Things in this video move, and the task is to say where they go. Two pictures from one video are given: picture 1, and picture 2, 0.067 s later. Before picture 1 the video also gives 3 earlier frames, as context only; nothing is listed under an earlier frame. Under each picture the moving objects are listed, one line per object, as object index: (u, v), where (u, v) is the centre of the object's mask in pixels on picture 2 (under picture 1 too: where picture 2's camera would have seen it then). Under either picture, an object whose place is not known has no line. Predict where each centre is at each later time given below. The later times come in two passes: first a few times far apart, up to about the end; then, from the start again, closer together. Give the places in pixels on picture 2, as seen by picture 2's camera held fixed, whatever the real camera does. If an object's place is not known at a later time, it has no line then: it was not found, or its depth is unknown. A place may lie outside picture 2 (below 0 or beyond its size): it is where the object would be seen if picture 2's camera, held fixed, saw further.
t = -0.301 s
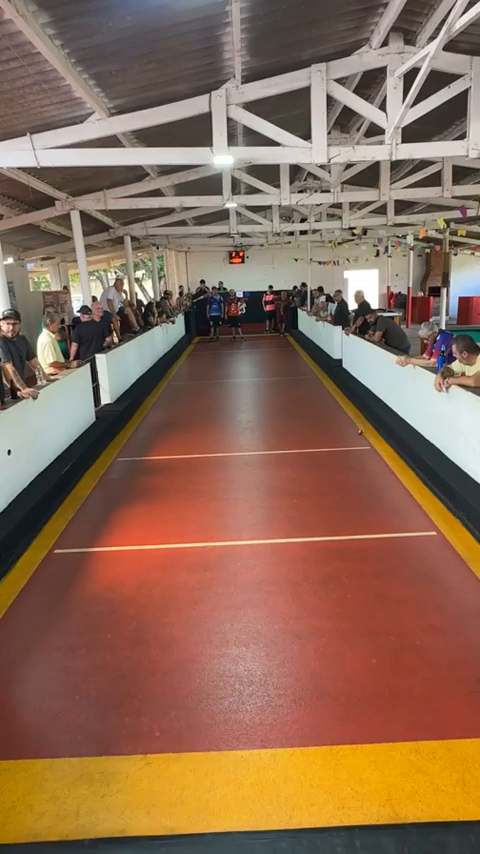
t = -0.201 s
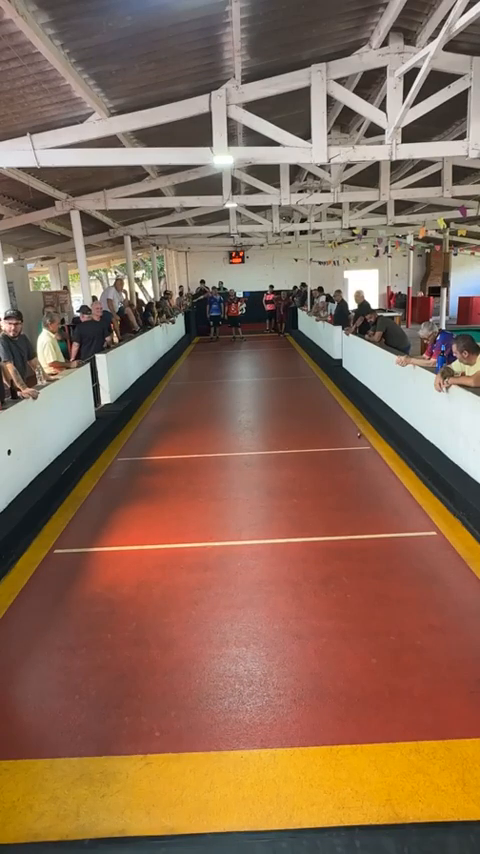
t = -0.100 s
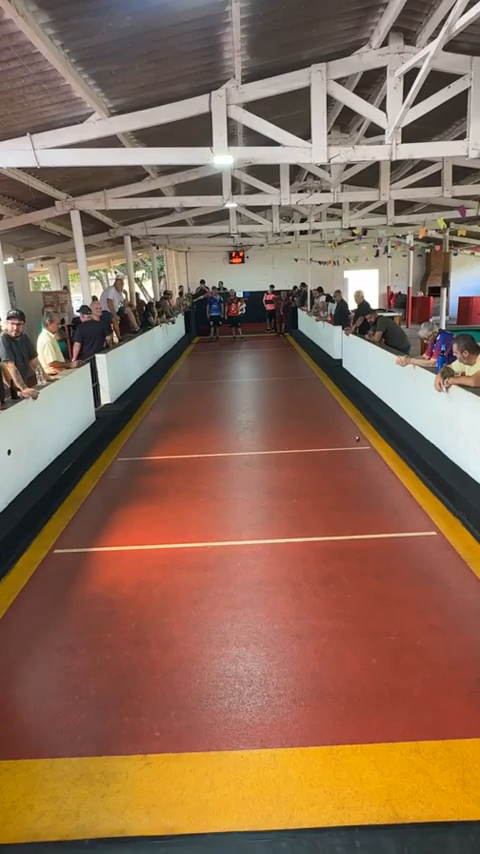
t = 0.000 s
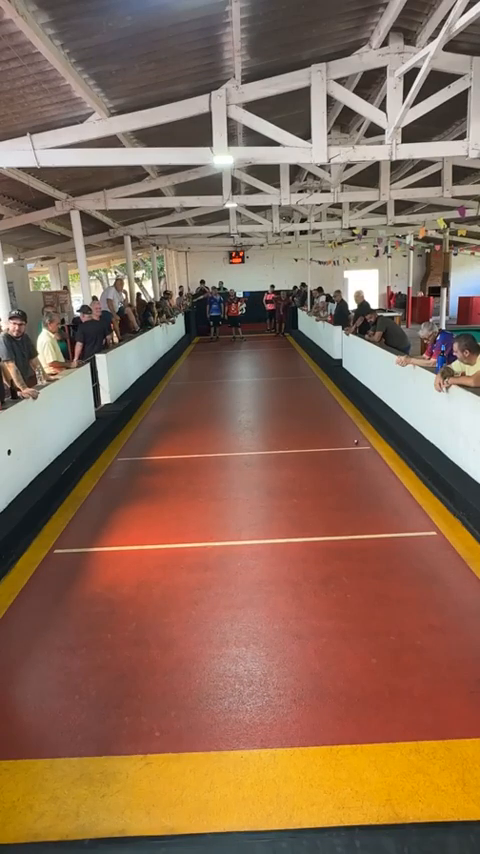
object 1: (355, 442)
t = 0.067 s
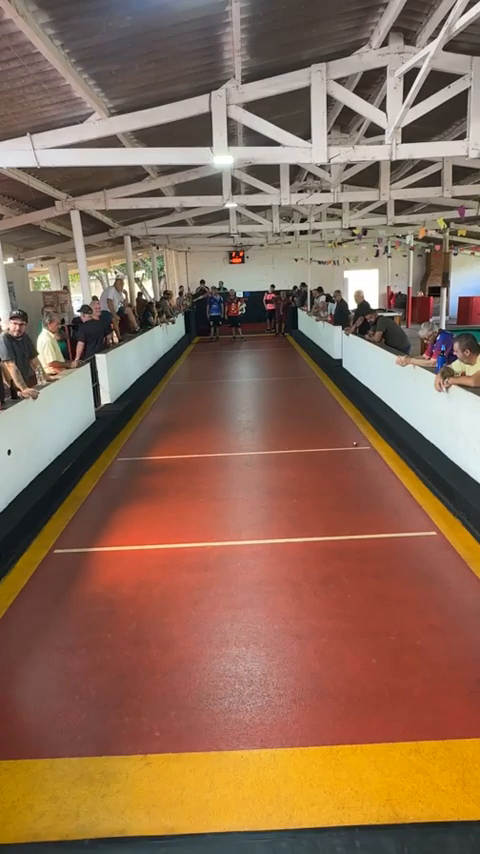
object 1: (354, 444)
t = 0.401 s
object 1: (349, 456)
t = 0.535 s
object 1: (347, 461)
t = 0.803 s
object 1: (342, 472)
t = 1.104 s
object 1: (337, 484)
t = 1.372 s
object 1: (331, 496)
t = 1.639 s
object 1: (325, 508)
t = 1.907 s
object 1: (318, 521)
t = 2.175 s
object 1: (311, 533)
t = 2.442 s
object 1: (303, 546)
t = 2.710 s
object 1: (296, 559)
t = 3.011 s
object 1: (287, 573)
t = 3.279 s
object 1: (279, 585)
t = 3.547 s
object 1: (270, 597)
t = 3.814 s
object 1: (261, 607)
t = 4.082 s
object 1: (253, 617)
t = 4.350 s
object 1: (246, 626)
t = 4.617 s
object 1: (239, 634)
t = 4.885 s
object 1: (234, 641)
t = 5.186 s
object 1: (229, 648)
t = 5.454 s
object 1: (226, 652)
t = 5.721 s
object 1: (223, 656)
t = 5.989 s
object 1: (223, 658)
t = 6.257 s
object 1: (222, 659)
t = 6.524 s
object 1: (222, 659)
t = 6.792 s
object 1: (222, 659)
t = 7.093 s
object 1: (222, 659)
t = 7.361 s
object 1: (222, 659)
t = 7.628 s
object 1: (222, 659)
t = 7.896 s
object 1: (222, 659)
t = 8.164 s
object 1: (222, 659)
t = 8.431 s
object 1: (222, 659)
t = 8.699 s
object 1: (222, 659)
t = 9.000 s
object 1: (222, 659)
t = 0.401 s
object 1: (349, 456)
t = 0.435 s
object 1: (348, 457)
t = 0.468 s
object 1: (348, 458)
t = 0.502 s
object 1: (347, 460)
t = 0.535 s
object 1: (347, 461)
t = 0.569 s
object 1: (346, 462)
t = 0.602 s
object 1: (346, 464)
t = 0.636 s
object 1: (345, 465)
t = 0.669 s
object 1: (344, 466)
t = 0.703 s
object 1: (344, 468)
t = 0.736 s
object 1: (344, 469)
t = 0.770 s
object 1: (343, 470)
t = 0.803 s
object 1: (342, 472)
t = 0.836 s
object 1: (341, 473)
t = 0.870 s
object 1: (341, 475)
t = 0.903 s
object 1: (341, 476)
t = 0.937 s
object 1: (340, 477)
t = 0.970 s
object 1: (339, 478)
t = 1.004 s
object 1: (339, 480)
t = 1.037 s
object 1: (338, 481)
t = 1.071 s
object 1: (338, 483)
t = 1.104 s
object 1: (337, 484)
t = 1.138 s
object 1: (336, 486)
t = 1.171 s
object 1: (335, 487)
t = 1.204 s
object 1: (335, 489)
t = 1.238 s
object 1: (334, 490)
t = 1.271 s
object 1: (333, 492)
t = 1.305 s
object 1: (332, 493)
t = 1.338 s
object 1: (332, 495)
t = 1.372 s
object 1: (331, 496)
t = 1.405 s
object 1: (331, 497)
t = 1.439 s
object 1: (330, 499)
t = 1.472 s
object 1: (329, 501)
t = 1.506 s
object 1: (328, 502)
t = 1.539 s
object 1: (327, 504)
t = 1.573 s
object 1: (326, 505)
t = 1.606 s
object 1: (326, 507)
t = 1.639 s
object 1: (325, 508)
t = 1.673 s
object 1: (324, 509)
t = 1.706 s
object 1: (324, 511)
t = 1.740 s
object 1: (322, 513)
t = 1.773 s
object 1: (322, 514)
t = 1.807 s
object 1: (321, 516)
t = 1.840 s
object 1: (320, 518)
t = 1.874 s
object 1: (319, 519)
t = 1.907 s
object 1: (318, 521)
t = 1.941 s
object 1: (317, 522)
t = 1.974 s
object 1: (316, 524)
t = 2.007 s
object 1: (316, 526)
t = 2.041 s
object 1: (314, 527)
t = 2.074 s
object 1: (314, 528)
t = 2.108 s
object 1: (313, 530)
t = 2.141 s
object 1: (312, 532)
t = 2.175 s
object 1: (311, 533)
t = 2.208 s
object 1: (310, 534)
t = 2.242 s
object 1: (309, 536)
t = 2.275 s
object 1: (308, 538)
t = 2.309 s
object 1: (307, 539)
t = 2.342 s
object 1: (307, 541)
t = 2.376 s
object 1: (306, 543)
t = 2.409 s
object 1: (305, 544)
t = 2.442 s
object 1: (303, 546)
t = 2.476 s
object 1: (303, 548)
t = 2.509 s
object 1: (302, 549)
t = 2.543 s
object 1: (301, 551)
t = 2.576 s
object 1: (300, 552)
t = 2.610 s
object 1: (299, 554)
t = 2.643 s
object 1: (298, 556)
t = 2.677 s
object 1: (297, 557)
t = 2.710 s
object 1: (296, 559)
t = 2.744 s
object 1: (295, 560)
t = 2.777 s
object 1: (294, 562)
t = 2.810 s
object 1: (293, 564)
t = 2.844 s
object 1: (292, 565)
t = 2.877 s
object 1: (291, 567)
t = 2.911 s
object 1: (290, 568)
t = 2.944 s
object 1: (289, 570)
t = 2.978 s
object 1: (288, 571)
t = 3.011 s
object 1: (287, 573)
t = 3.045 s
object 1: (286, 575)
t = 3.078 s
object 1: (285, 576)
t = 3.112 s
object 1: (284, 578)
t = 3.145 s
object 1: (283, 579)
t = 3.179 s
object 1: (282, 581)
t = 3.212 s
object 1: (281, 582)
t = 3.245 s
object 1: (280, 584)
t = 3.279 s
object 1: (279, 585)
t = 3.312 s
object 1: (278, 587)
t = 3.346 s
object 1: (277, 588)
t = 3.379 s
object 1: (276, 590)
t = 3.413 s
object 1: (274, 591)
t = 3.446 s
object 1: (273, 593)
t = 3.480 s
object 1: (272, 594)
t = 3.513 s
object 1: (271, 596)
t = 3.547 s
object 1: (270, 597)
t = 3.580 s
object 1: (269, 598)
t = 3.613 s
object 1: (268, 599)
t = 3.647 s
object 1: (267, 601)
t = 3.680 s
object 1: (266, 602)
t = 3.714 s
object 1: (264, 603)
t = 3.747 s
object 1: (264, 604)
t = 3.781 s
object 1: (262, 606)
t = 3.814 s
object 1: (261, 607)
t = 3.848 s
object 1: (260, 608)
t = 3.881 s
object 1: (259, 610)
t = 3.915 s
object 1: (258, 611)
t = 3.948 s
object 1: (257, 612)
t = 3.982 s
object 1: (256, 613)
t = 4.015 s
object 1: (255, 615)
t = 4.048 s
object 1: (254, 616)
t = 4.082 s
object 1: (253, 617)
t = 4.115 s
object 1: (252, 618)
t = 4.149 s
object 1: (251, 619)
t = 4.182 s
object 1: (250, 620)
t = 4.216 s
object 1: (249, 622)
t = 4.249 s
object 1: (249, 623)
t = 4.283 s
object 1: (248, 624)
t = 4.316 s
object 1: (247, 625)
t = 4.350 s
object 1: (246, 626)
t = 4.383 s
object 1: (245, 627)
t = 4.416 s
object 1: (244, 628)
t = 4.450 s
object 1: (243, 629)
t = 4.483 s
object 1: (242, 630)
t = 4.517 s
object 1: (241, 631)
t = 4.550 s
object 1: (241, 632)
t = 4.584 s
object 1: (240, 633)
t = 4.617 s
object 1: (239, 634)
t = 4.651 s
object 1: (238, 635)
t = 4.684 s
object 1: (237, 636)
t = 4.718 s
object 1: (237, 637)
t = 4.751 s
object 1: (236, 638)
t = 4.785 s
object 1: (235, 639)
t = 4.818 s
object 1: (235, 640)
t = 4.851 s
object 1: (234, 640)
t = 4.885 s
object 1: (234, 641)
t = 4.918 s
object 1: (233, 642)
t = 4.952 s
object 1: (232, 642)
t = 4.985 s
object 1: (232, 643)
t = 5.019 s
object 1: (231, 644)
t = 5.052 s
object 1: (231, 645)
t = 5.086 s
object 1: (231, 645)
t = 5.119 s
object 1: (230, 646)
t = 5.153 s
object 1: (230, 647)
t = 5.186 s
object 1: (229, 648)
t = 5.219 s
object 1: (228, 648)
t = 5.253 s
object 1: (228, 649)
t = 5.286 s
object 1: (228, 650)
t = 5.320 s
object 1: (227, 650)
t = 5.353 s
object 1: (227, 651)
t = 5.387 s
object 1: (226, 651)
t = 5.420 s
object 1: (226, 652)
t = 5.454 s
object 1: (226, 652)
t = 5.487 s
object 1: (225, 653)
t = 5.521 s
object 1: (225, 653)
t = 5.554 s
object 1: (225, 654)
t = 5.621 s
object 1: (224, 655)
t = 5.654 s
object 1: (223, 655)
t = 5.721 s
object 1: (223, 656)
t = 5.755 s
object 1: (223, 657)
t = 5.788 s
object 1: (223, 657)
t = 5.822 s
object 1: (223, 657)
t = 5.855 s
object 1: (223, 657)
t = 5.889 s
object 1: (223, 657)
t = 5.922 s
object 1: (223, 658)
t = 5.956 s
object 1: (223, 658)
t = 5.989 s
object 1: (223, 658)
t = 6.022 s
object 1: (223, 658)
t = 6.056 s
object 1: (223, 659)
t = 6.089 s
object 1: (223, 659)
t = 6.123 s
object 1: (222, 659)
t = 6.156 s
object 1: (222, 659)
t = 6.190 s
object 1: (222, 659)
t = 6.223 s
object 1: (222, 659)
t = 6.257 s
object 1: (222, 659)
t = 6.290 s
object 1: (222, 659)
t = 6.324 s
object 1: (222, 659)
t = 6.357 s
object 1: (222, 659)
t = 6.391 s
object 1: (222, 659)
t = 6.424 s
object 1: (222, 659)
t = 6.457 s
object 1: (222, 659)
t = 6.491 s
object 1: (222, 659)
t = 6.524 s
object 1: (222, 659)
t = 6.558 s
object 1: (222, 659)
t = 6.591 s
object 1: (222, 659)
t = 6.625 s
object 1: (222, 659)
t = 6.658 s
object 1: (222, 659)
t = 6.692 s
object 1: (222, 659)
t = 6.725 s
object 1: (222, 659)
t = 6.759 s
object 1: (222, 659)
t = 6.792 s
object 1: (222, 659)
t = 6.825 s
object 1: (222, 659)
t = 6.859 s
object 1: (222, 659)
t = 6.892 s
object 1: (222, 659)
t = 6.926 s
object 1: (222, 659)
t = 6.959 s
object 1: (222, 659)
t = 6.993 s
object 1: (222, 659)
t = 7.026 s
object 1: (222, 659)
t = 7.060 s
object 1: (222, 659)
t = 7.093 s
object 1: (222, 659)
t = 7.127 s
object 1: (222, 659)
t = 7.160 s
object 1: (222, 659)
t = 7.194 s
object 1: (222, 659)
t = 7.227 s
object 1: (222, 659)
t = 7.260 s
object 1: (222, 659)
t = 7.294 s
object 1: (222, 659)
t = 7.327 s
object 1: (222, 659)
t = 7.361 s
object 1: (222, 659)
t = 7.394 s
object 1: (222, 659)
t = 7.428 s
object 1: (222, 659)
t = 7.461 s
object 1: (222, 659)
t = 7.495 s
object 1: (222, 659)
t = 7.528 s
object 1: (222, 659)
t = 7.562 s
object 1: (222, 659)
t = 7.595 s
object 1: (222, 659)
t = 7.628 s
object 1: (222, 659)
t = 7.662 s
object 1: (222, 659)
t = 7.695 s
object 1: (222, 659)
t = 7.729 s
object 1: (222, 659)
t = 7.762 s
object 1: (222, 659)
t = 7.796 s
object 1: (222, 659)
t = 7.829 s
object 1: (222, 659)
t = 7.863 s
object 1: (222, 659)
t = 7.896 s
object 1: (222, 659)
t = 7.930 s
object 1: (222, 659)
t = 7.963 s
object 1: (222, 659)
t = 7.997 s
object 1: (222, 659)
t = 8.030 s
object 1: (222, 659)
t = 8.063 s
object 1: (222, 659)
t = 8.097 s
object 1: (222, 659)
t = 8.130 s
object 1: (222, 659)
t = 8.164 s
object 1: (222, 659)
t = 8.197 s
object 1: (222, 659)
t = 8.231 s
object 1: (222, 659)
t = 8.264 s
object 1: (222, 659)
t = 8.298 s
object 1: (222, 659)
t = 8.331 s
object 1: (222, 659)
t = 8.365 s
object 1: (222, 659)
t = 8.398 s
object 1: (222, 659)
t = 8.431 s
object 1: (222, 659)
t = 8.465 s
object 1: (222, 659)
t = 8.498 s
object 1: (222, 659)
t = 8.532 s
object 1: (222, 659)
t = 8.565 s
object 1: (222, 659)
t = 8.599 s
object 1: (222, 659)
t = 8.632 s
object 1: (222, 659)
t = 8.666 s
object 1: (222, 659)
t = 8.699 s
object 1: (222, 659)
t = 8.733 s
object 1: (222, 659)
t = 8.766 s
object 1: (222, 659)
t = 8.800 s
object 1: (222, 659)
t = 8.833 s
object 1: (222, 659)
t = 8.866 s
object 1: (222, 659)
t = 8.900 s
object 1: (222, 659)
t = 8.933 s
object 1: (222, 659)
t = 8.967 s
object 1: (222, 659)
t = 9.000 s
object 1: (222, 659)
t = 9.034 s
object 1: (222, 659)
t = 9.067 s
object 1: (222, 659)
